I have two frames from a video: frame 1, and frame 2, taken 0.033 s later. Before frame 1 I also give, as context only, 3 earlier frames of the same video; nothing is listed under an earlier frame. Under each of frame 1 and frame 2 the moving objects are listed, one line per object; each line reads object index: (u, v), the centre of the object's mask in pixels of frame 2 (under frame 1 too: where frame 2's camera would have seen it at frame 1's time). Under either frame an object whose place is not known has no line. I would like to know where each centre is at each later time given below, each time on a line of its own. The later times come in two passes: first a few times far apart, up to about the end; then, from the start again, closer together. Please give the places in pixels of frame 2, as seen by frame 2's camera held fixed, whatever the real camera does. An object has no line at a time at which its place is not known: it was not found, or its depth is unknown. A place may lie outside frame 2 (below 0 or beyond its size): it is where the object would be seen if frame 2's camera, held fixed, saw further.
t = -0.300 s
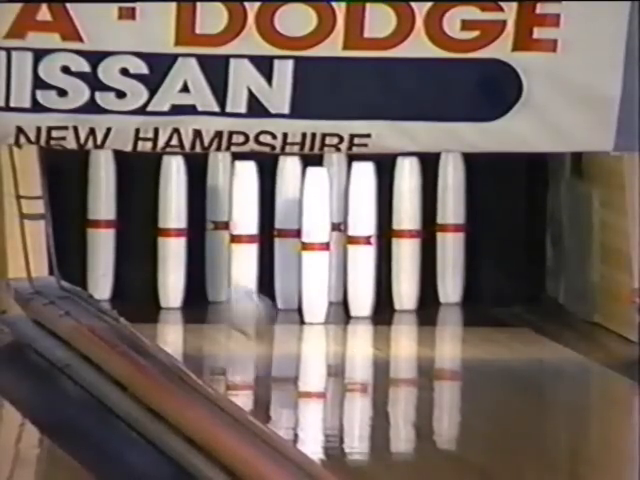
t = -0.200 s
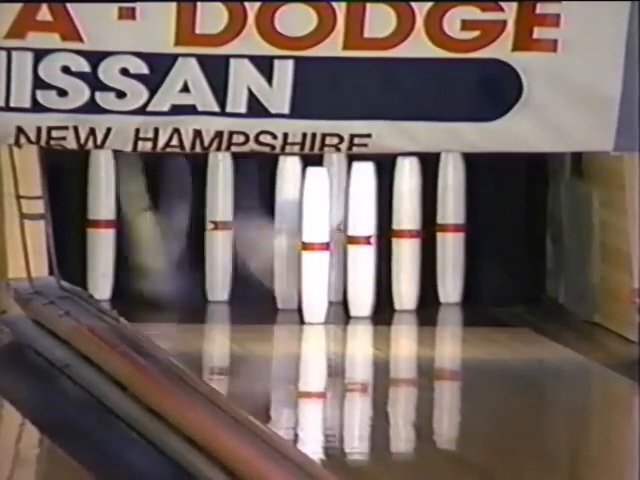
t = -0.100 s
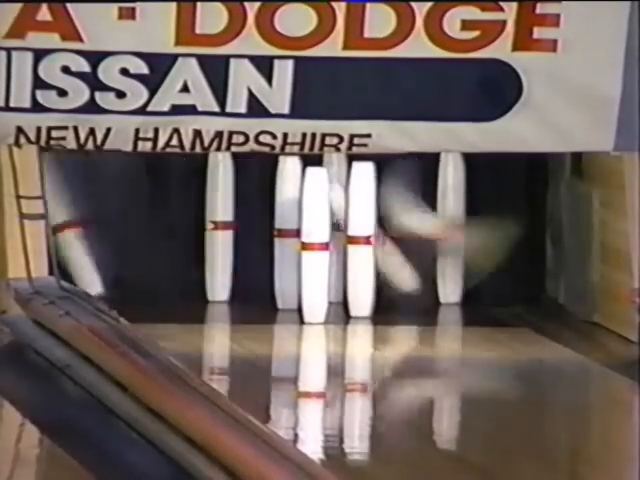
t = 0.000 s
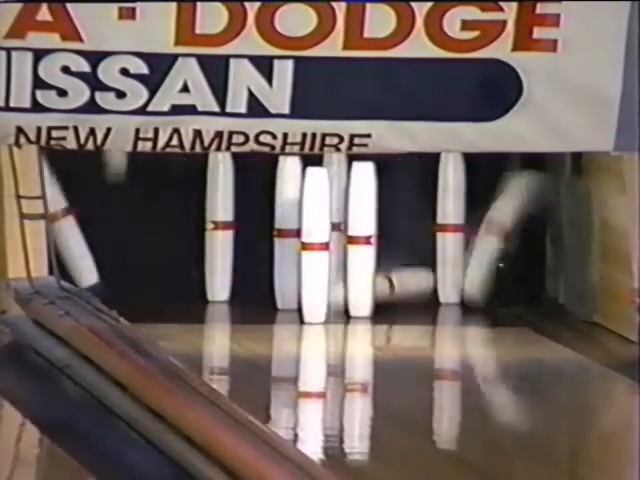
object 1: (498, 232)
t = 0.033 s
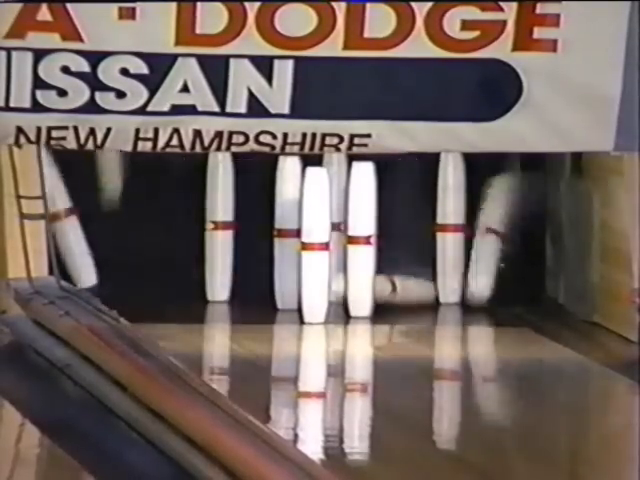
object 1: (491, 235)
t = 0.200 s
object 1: (494, 272)
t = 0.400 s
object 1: (530, 292)
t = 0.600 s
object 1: (528, 295)
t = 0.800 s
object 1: (514, 294)
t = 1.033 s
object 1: (500, 295)
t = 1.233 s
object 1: (495, 294)
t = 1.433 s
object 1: (500, 295)
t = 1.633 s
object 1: (506, 295)
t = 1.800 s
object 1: (506, 295)
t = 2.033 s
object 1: (503, 295)
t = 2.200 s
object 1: (503, 295)
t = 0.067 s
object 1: (490, 230)
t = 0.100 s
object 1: (485, 237)
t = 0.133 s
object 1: (487, 234)
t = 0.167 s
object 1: (489, 263)
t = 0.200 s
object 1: (494, 272)
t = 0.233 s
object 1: (498, 283)
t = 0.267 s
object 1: (502, 287)
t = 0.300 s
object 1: (510, 291)
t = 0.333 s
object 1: (518, 296)
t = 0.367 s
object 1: (524, 294)
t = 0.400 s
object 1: (530, 292)
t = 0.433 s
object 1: (535, 293)
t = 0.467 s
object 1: (537, 292)
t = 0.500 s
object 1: (535, 291)
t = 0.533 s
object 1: (533, 292)
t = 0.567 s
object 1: (531, 294)
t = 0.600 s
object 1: (528, 295)
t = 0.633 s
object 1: (526, 294)
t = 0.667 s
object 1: (523, 294)
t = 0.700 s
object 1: (521, 295)
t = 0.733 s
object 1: (519, 295)
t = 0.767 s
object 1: (516, 294)
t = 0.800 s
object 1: (514, 294)
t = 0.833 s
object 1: (512, 294)
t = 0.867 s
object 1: (509, 294)
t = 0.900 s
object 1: (507, 294)
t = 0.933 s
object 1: (507, 294)
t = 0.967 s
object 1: (504, 295)
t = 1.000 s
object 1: (501, 296)
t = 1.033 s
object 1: (500, 295)
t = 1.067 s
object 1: (497, 295)
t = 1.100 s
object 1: (496, 295)
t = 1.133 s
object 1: (495, 294)
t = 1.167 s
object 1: (494, 294)
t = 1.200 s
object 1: (494, 294)
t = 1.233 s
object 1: (495, 294)
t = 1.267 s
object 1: (495, 294)
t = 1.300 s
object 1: (496, 294)
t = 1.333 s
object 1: (496, 295)
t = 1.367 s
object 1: (497, 295)
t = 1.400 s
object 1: (498, 295)
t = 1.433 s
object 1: (500, 295)
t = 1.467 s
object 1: (501, 295)
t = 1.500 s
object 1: (502, 295)
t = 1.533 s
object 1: (503, 295)
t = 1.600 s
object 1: (505, 295)
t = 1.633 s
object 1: (506, 295)
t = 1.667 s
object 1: (507, 296)
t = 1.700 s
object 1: (507, 295)
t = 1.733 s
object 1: (507, 295)
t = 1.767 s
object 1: (507, 296)
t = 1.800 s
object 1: (506, 295)
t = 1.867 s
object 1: (504, 295)
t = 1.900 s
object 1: (504, 295)
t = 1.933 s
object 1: (503, 295)
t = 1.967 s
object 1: (503, 295)
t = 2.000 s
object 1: (503, 295)
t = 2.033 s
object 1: (503, 295)
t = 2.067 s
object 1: (503, 295)
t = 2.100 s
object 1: (503, 295)
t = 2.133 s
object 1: (503, 295)
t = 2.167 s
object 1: (503, 295)
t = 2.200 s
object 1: (503, 295)
